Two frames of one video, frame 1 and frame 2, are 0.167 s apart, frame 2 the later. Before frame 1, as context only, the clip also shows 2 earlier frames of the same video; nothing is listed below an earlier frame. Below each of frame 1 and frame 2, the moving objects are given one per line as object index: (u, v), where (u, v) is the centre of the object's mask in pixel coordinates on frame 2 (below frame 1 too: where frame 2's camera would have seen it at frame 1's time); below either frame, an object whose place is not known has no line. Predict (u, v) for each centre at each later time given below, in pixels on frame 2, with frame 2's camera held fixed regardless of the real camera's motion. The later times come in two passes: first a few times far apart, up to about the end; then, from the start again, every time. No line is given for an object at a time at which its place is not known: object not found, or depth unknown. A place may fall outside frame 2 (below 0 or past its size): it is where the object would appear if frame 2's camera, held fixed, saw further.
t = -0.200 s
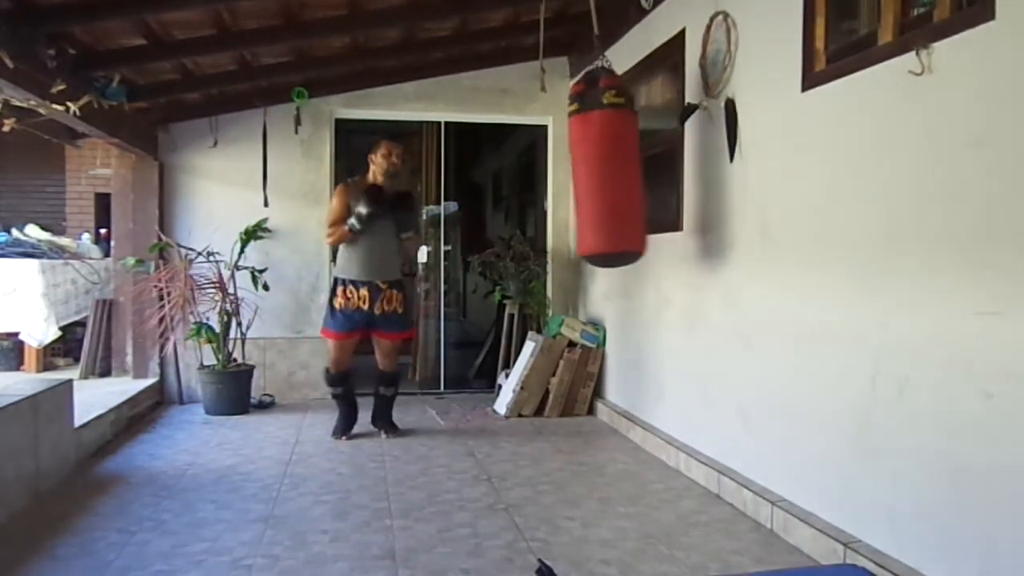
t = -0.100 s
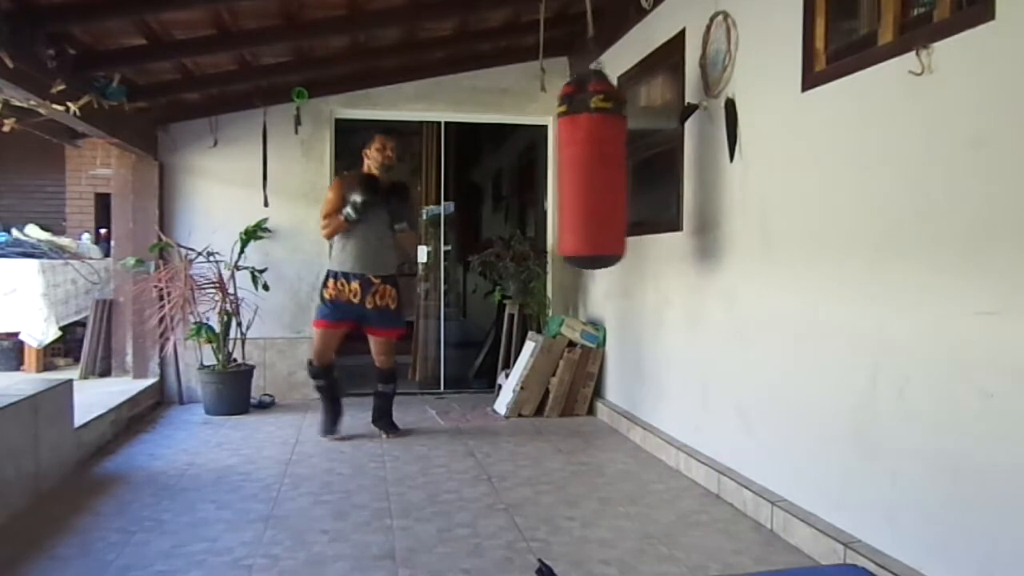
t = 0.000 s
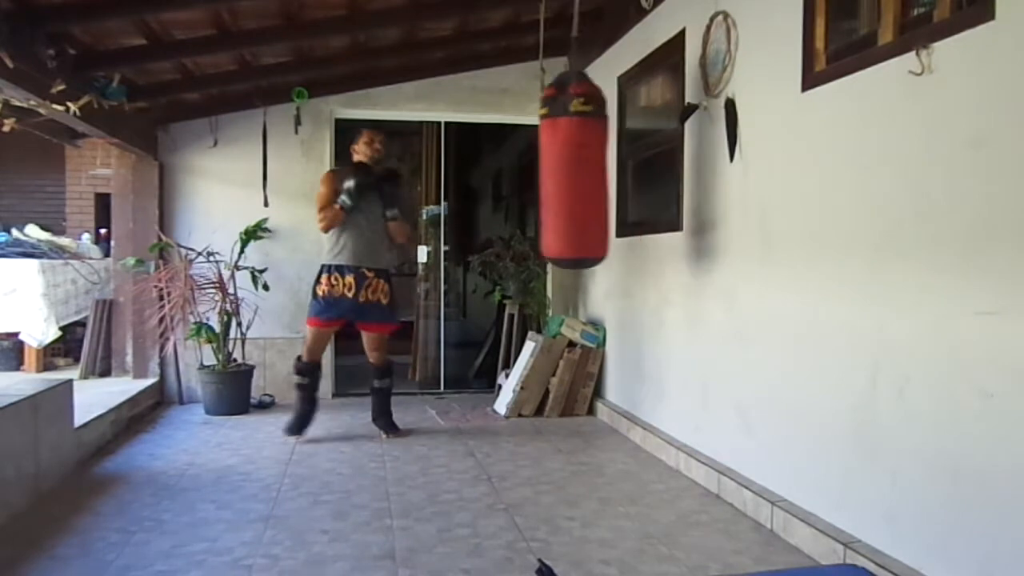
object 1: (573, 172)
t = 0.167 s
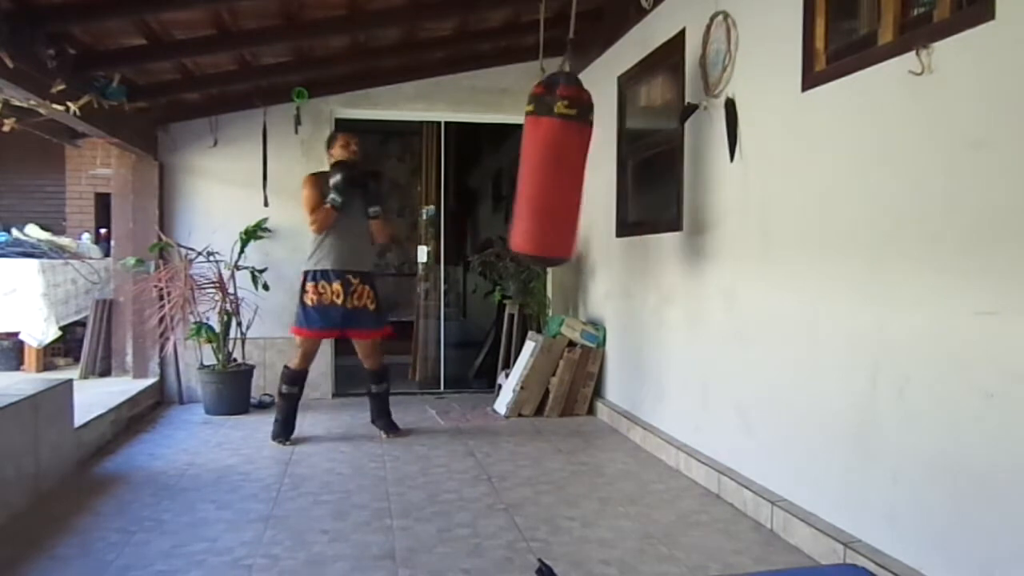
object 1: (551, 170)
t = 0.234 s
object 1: (545, 167)
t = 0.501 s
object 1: (528, 164)
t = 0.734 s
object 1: (539, 166)
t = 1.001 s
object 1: (571, 171)
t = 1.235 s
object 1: (605, 168)
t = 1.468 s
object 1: (629, 165)
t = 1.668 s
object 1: (629, 165)
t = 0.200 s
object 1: (548, 169)
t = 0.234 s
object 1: (545, 167)
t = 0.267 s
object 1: (542, 167)
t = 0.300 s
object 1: (539, 166)
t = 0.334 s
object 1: (536, 165)
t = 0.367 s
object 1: (533, 165)
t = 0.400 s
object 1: (531, 165)
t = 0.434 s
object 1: (529, 164)
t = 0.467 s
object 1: (528, 165)
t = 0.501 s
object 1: (528, 164)
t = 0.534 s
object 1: (529, 164)
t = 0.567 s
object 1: (530, 164)
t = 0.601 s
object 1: (532, 165)
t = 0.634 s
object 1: (534, 165)
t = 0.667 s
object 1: (535, 165)
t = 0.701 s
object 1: (537, 166)
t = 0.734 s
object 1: (539, 166)
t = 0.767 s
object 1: (542, 168)
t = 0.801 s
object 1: (544, 168)
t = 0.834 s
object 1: (547, 169)
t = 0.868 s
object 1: (551, 169)
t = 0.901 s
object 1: (556, 170)
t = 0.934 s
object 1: (561, 171)
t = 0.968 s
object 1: (566, 171)
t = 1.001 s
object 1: (571, 171)
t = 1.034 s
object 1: (576, 171)
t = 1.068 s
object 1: (582, 170)
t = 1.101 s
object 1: (588, 170)
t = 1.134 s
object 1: (592, 170)
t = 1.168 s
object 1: (596, 169)
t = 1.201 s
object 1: (600, 169)
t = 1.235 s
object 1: (605, 168)
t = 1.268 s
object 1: (609, 168)
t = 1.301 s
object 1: (613, 167)
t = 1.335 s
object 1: (617, 166)
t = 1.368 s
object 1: (621, 166)
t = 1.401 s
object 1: (624, 165)
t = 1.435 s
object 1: (627, 165)
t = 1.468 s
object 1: (629, 165)
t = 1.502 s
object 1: (630, 165)
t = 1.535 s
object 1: (631, 165)
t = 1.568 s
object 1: (631, 164)
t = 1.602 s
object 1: (630, 164)
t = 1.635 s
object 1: (630, 165)
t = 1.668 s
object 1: (629, 165)
